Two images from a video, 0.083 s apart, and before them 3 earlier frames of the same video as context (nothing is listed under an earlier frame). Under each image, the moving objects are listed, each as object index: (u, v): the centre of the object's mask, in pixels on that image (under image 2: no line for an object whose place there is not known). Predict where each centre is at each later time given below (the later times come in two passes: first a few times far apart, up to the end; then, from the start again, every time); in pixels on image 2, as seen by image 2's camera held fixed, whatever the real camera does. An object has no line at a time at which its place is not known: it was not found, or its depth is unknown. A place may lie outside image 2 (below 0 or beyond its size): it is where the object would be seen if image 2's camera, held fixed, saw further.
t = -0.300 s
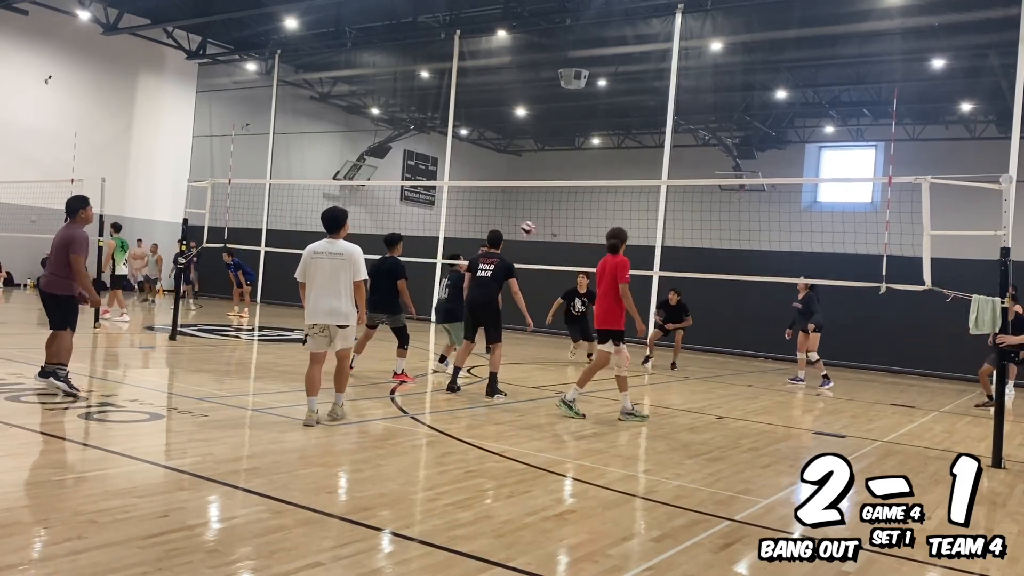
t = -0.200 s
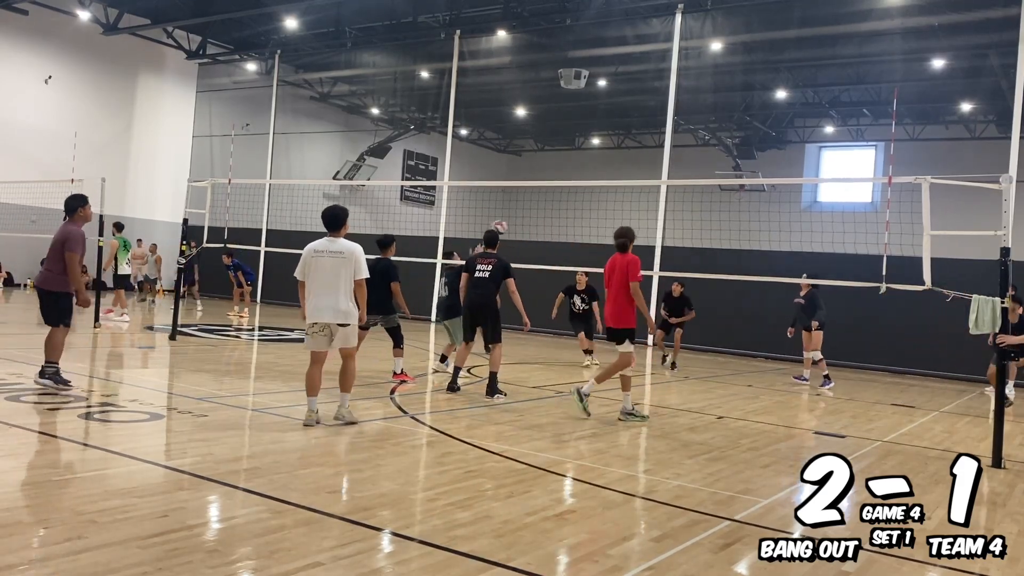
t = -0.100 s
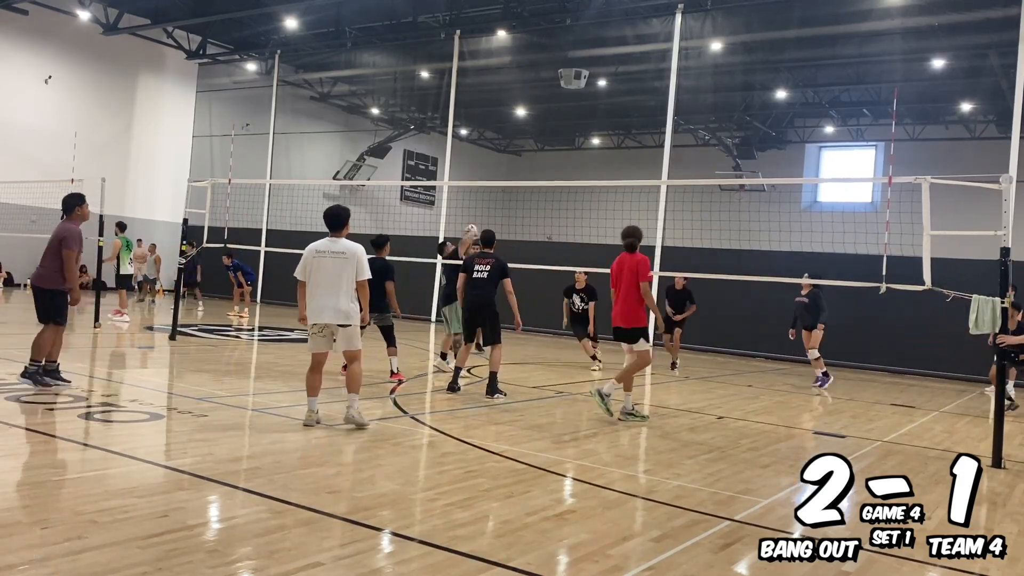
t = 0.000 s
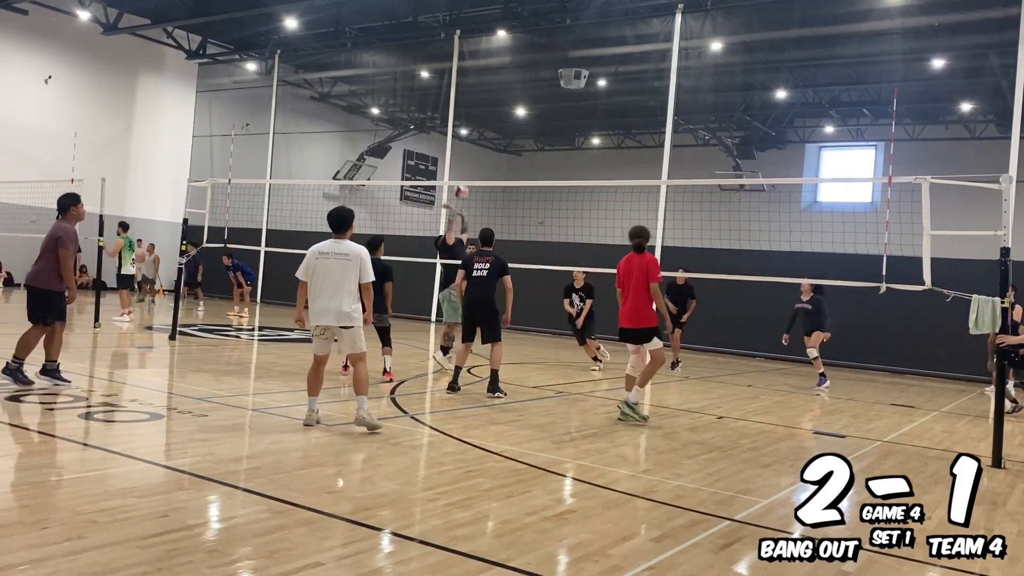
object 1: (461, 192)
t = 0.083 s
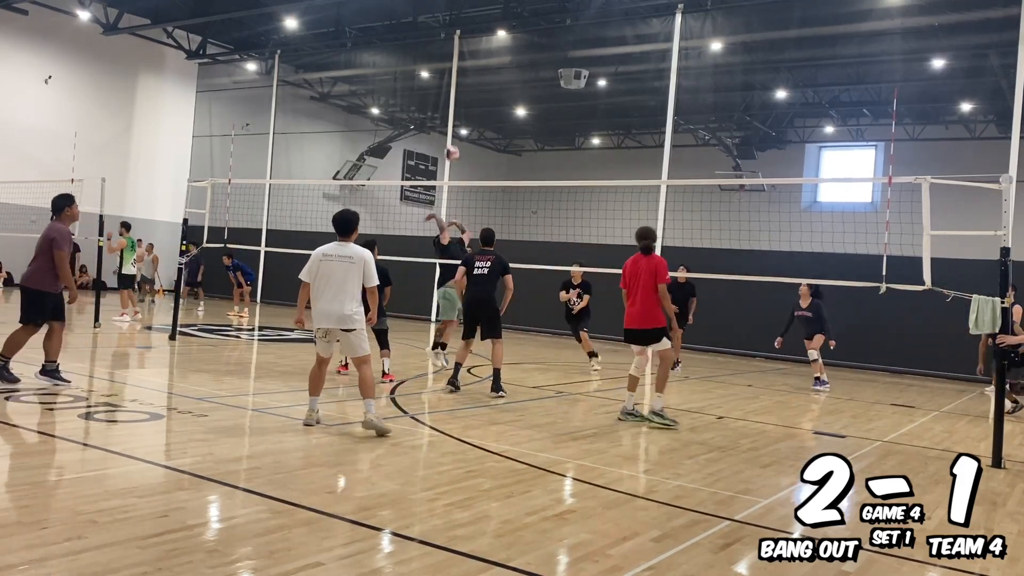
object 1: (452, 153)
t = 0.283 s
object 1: (429, 87)
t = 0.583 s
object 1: (394, 48)
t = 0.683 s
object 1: (383, 49)
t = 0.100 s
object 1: (450, 146)
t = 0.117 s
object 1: (448, 140)
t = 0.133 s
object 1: (446, 134)
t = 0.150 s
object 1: (444, 127)
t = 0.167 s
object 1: (442, 122)
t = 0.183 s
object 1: (441, 116)
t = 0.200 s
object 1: (438, 111)
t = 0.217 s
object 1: (437, 106)
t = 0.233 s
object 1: (435, 101)
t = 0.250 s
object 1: (433, 96)
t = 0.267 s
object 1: (431, 92)
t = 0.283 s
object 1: (429, 87)
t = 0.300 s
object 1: (427, 84)
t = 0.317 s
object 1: (425, 79)
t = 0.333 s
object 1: (423, 76)
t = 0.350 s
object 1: (421, 72)
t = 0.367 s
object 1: (419, 69)
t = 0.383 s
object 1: (417, 66)
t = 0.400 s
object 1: (415, 64)
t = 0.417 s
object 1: (414, 61)
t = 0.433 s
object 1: (412, 59)
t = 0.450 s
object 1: (410, 57)
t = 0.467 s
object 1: (408, 55)
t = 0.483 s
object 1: (406, 53)
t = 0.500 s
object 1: (404, 52)
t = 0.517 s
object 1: (402, 50)
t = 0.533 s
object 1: (400, 50)
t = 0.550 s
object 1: (398, 49)
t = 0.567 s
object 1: (396, 48)
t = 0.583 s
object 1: (394, 48)
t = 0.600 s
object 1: (393, 47)
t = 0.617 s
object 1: (391, 47)
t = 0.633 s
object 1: (389, 47)
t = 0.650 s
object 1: (387, 48)
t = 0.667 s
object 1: (385, 48)
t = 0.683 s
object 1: (383, 49)
